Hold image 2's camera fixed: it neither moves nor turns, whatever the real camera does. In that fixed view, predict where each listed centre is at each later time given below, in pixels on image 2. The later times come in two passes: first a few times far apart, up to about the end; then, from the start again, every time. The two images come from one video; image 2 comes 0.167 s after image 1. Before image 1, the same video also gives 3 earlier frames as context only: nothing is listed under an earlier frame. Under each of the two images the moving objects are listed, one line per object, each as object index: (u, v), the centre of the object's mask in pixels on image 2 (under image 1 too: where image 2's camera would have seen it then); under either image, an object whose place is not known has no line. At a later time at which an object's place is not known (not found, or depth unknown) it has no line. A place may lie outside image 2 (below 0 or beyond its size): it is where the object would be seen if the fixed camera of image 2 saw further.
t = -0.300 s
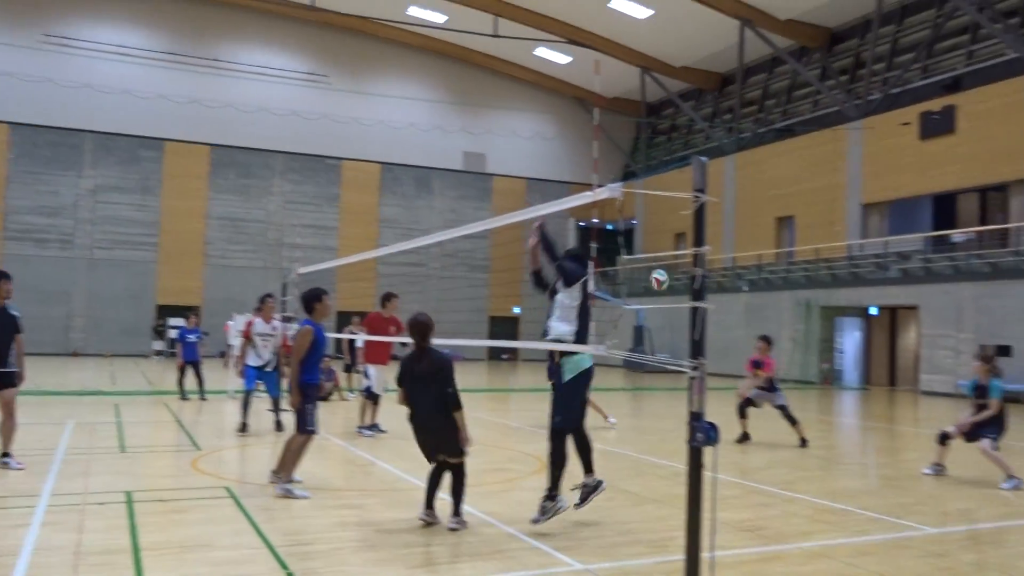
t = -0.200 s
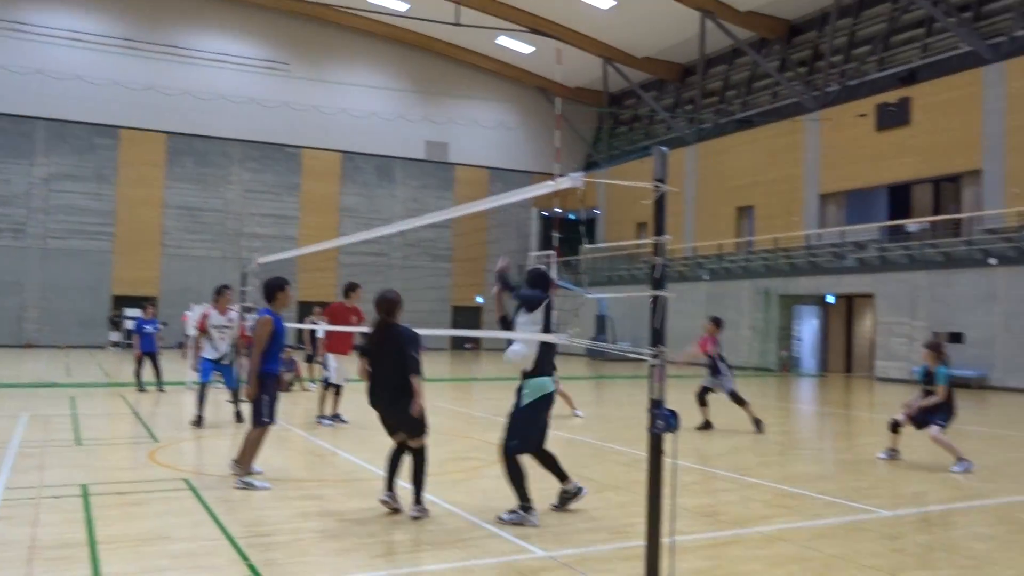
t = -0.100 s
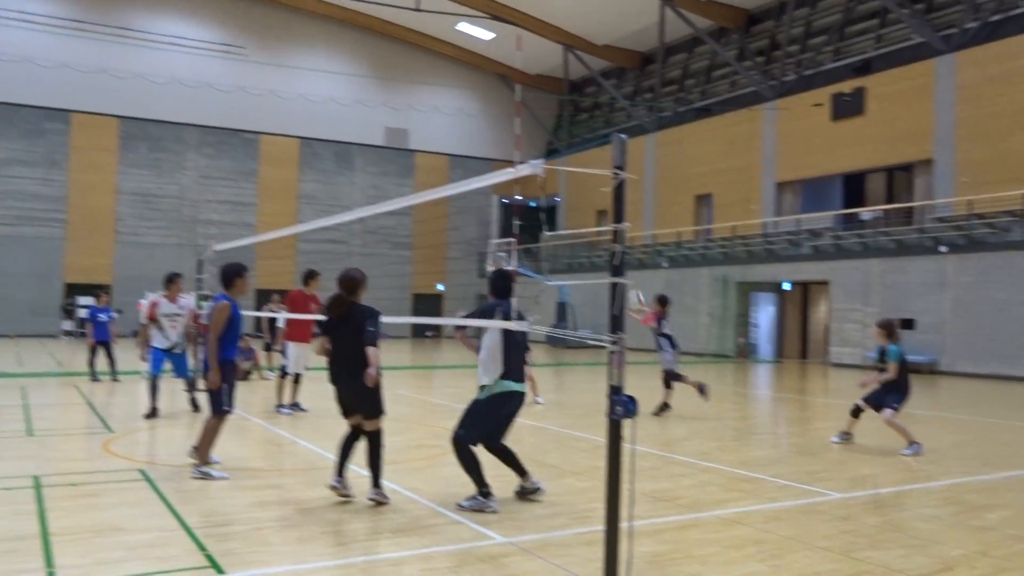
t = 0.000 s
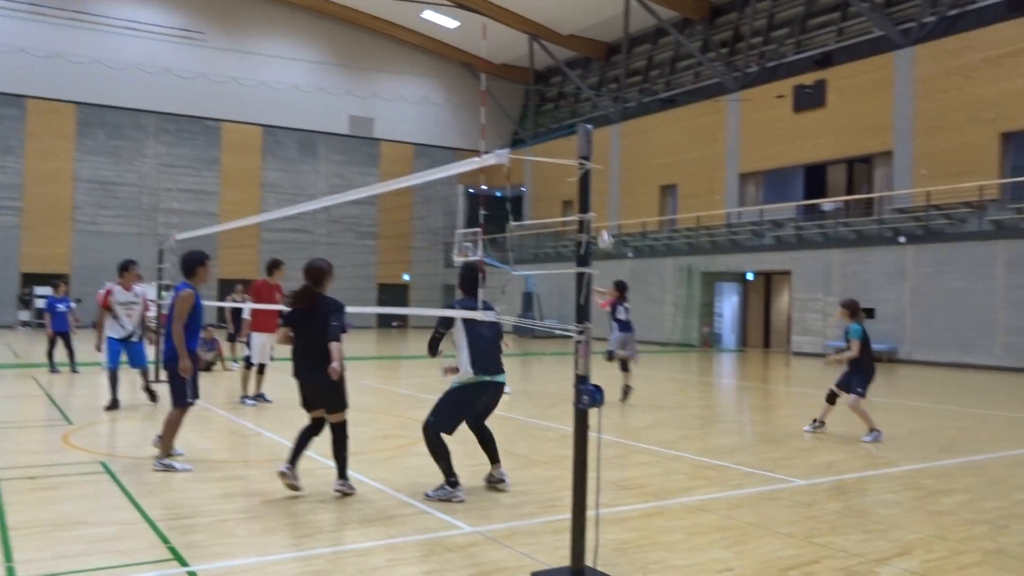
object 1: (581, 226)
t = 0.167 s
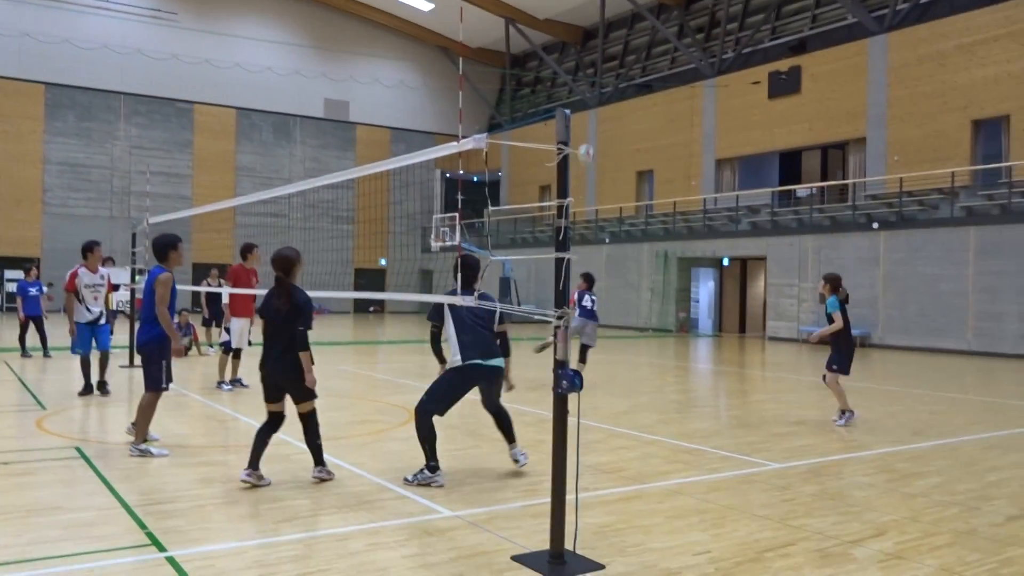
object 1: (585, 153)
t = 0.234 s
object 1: (588, 129)
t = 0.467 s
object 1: (595, 66)
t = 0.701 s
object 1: (602, 41)
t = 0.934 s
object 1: (608, 66)
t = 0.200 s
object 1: (587, 142)
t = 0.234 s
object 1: (588, 129)
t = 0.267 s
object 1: (589, 118)
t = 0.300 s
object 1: (590, 108)
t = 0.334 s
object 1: (591, 99)
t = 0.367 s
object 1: (592, 90)
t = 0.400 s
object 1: (592, 81)
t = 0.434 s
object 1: (593, 73)
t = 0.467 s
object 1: (595, 66)
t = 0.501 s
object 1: (596, 60)
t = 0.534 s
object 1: (596, 55)
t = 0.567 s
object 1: (597, 50)
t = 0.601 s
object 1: (598, 47)
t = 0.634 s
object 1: (599, 44)
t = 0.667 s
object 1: (600, 42)
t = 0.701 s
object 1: (602, 41)
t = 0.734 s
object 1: (603, 41)
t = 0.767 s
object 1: (604, 42)
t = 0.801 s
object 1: (604, 45)
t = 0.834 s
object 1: (603, 48)
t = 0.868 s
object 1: (605, 53)
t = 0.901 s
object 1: (609, 59)
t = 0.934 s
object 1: (608, 66)
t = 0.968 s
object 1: (607, 74)
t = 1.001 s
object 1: (610, 84)
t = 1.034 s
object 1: (608, 94)
